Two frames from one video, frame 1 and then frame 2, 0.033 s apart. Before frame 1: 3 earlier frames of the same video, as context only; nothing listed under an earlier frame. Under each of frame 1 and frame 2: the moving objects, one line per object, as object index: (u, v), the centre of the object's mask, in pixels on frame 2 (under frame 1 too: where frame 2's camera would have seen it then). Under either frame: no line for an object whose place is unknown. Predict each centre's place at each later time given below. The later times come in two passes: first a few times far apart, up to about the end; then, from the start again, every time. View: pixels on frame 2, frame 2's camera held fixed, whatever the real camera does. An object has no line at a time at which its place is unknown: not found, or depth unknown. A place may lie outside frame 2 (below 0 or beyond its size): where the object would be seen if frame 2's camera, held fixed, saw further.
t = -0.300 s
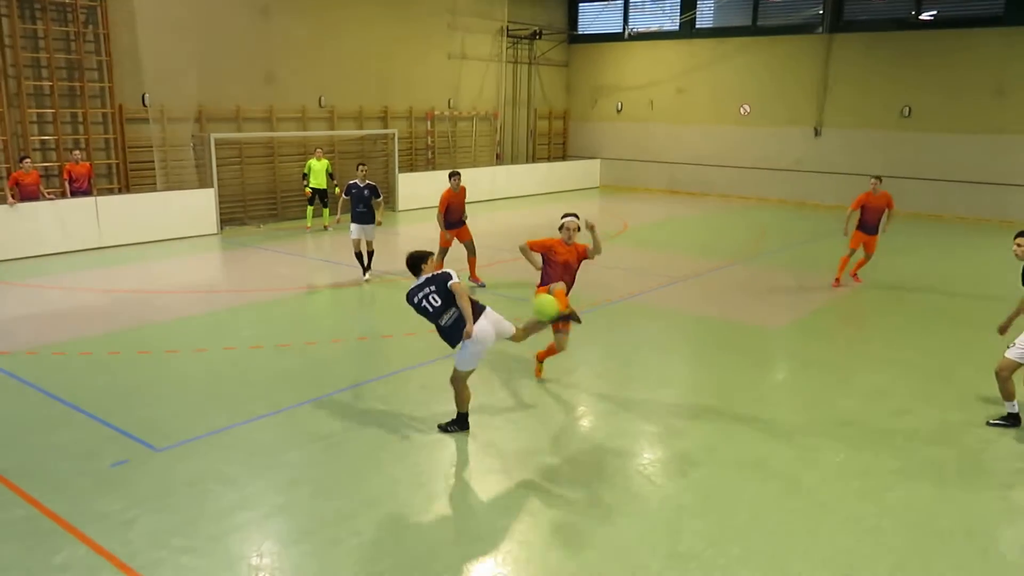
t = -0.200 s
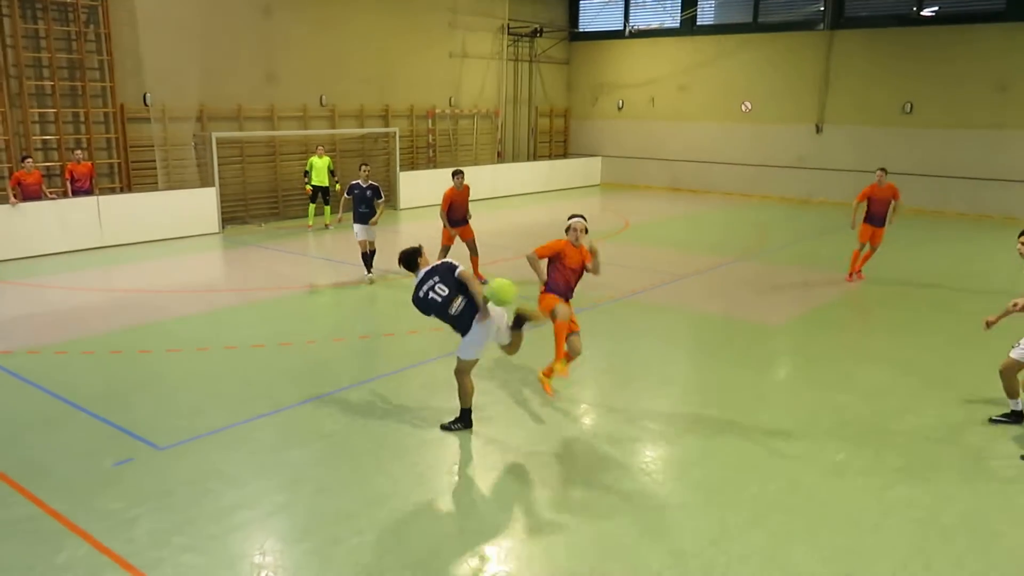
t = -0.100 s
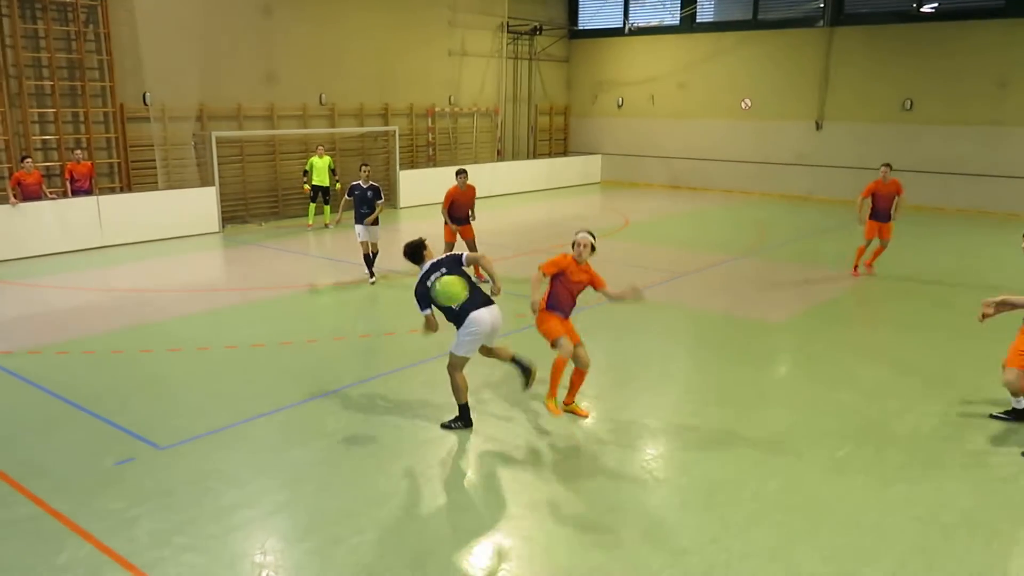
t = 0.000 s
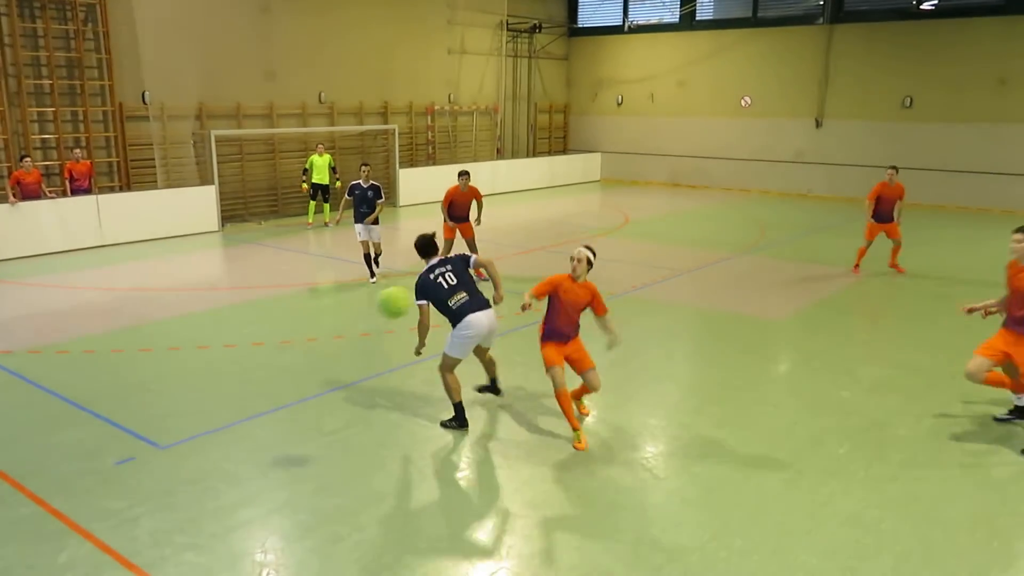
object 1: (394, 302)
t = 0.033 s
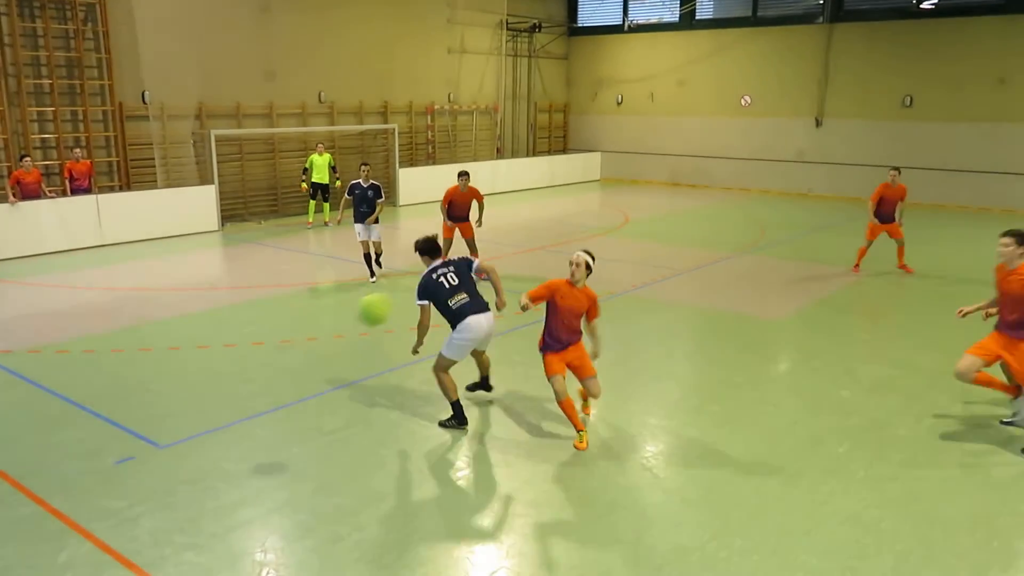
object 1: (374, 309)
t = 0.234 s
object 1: (239, 403)
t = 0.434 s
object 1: (92, 572)
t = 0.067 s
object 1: (352, 321)
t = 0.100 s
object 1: (331, 332)
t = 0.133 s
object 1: (310, 346)
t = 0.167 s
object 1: (288, 362)
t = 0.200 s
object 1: (264, 381)
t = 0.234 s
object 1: (239, 403)
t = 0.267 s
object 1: (217, 426)
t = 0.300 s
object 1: (194, 451)
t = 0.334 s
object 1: (169, 478)
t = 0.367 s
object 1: (143, 510)
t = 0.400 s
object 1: (119, 542)
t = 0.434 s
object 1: (92, 572)
